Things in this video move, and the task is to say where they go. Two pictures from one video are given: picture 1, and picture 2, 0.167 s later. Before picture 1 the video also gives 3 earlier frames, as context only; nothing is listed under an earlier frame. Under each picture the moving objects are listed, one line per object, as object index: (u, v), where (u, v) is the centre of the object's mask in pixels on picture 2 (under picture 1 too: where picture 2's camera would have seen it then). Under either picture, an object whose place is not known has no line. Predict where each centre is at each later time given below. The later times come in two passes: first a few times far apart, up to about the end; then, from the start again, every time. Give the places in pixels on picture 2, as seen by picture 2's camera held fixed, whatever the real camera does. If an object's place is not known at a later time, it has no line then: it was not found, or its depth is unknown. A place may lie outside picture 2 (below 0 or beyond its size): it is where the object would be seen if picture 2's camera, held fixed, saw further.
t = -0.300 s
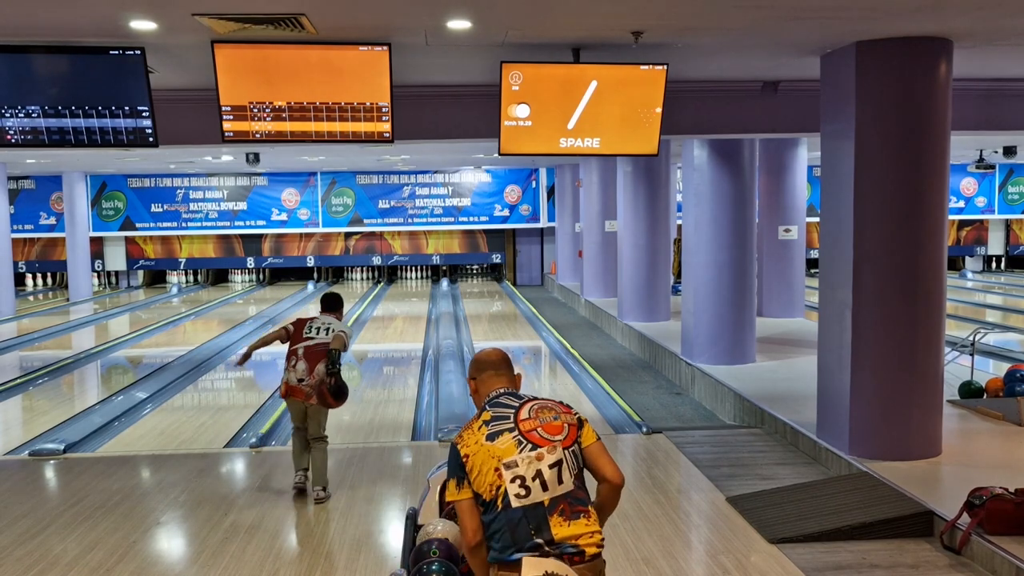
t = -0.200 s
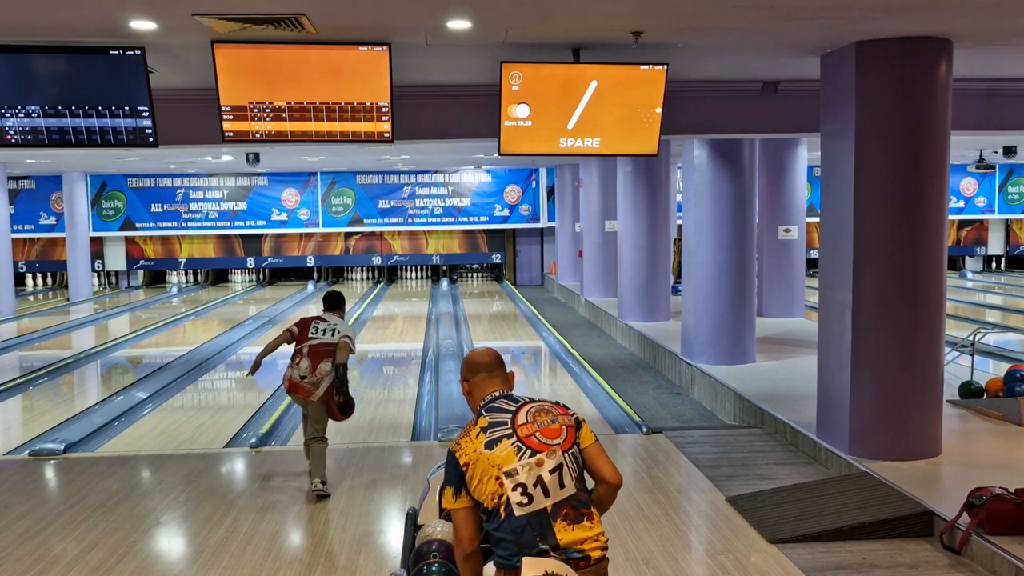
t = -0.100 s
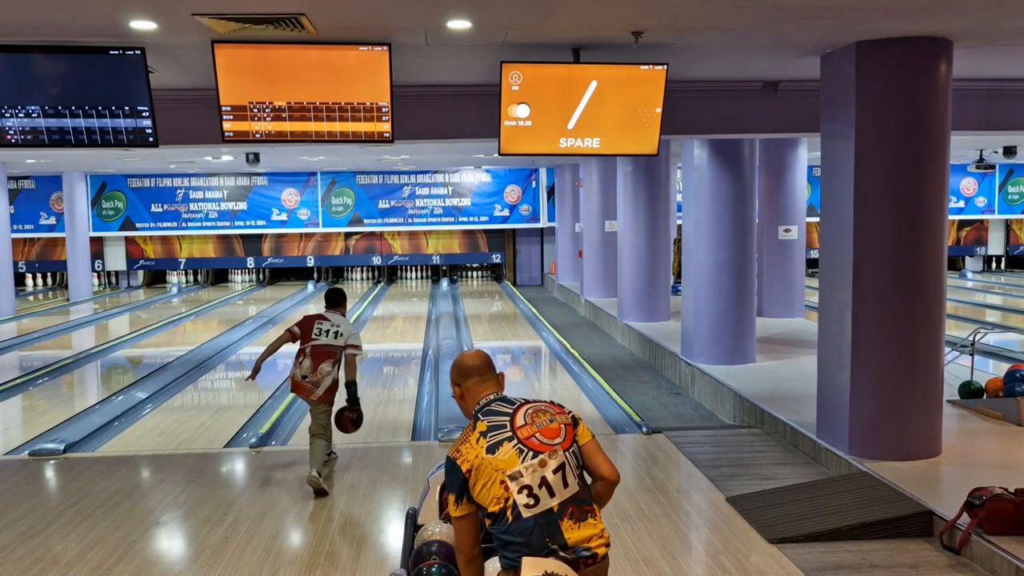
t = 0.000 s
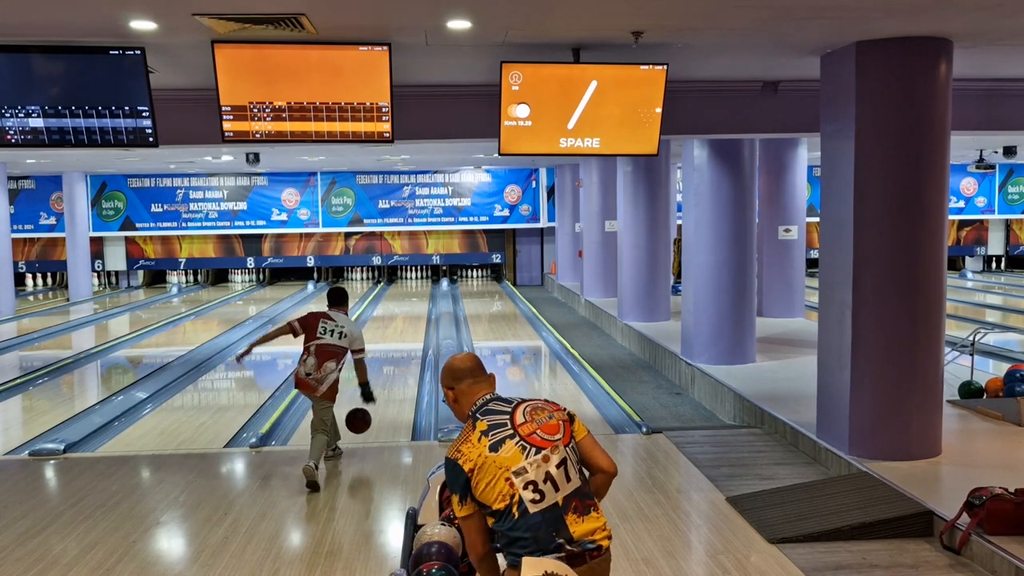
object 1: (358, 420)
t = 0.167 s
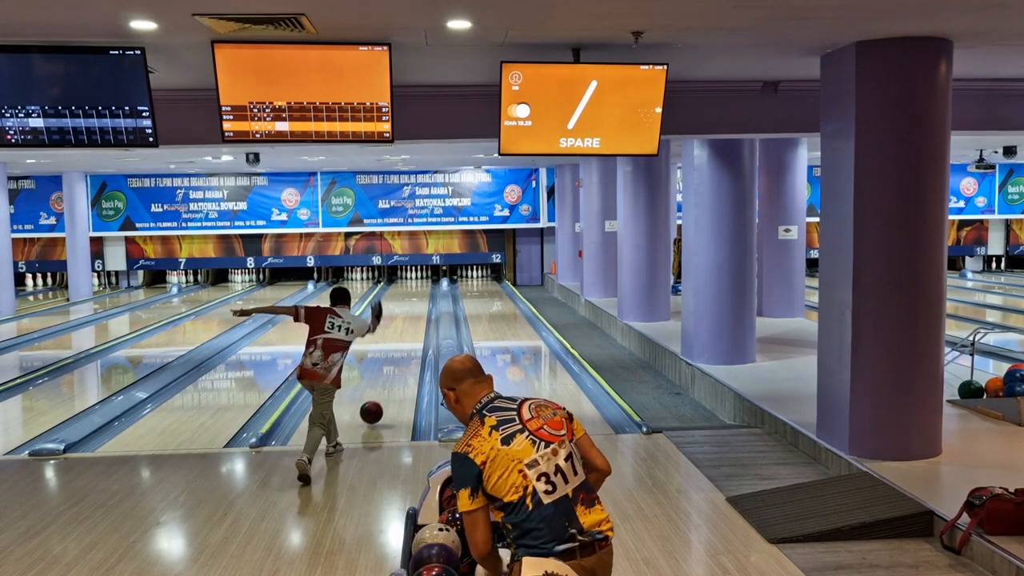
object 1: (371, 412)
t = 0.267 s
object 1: (377, 402)
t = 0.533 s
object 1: (389, 374)
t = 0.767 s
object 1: (398, 356)
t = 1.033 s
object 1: (404, 339)
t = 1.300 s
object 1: (409, 326)
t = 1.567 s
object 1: (413, 316)
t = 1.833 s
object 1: (416, 307)
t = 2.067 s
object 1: (418, 301)
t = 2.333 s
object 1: (419, 295)
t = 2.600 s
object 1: (420, 289)
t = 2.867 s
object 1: (420, 285)
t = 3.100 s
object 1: (419, 281)
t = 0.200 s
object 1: (373, 408)
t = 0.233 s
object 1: (375, 405)
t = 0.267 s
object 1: (377, 402)
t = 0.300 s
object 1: (379, 398)
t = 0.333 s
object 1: (381, 394)
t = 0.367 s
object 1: (382, 390)
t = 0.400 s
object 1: (384, 387)
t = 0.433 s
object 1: (385, 383)
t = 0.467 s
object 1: (387, 380)
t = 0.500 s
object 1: (388, 377)
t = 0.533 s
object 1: (389, 374)
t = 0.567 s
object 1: (391, 371)
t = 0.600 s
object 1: (392, 368)
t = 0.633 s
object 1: (393, 365)
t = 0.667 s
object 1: (394, 363)
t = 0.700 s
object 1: (396, 360)
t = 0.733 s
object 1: (397, 358)
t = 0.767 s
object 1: (398, 356)
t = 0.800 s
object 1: (398, 353)
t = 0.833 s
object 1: (399, 351)
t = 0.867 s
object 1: (400, 349)
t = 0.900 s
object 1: (401, 347)
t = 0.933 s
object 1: (402, 345)
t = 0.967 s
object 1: (403, 343)
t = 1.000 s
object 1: (404, 341)
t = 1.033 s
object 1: (404, 339)
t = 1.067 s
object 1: (405, 338)
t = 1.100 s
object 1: (406, 336)
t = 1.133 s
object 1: (406, 334)
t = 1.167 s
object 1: (407, 332)
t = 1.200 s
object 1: (408, 331)
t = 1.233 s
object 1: (408, 329)
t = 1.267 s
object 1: (409, 328)
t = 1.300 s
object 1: (409, 326)
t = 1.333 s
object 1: (410, 325)
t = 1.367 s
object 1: (410, 323)
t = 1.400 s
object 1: (411, 322)
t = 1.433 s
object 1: (411, 321)
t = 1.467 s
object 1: (412, 319)
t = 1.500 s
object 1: (412, 318)
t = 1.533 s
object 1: (413, 317)
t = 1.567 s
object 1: (413, 316)
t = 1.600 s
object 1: (413, 314)
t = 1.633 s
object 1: (414, 313)
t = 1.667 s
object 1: (414, 312)
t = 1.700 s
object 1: (414, 311)
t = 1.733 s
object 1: (415, 310)
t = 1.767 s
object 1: (415, 309)
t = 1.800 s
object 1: (415, 308)
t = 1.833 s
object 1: (416, 307)
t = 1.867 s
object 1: (416, 306)
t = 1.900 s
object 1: (416, 305)
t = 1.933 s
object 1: (417, 304)
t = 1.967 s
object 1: (417, 303)
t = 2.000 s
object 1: (417, 302)
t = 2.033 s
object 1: (418, 301)
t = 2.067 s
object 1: (418, 301)
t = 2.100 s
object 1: (418, 300)
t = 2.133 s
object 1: (418, 299)
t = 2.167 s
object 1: (418, 299)
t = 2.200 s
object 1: (419, 298)
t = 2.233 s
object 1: (419, 297)
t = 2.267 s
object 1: (419, 296)
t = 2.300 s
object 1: (419, 295)
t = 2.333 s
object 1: (419, 295)
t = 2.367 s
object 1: (420, 294)
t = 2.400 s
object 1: (420, 293)
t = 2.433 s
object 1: (420, 293)
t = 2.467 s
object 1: (420, 292)
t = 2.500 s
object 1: (420, 291)
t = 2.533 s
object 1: (420, 291)
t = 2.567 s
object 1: (420, 290)
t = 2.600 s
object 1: (420, 289)
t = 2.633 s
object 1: (420, 289)
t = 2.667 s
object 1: (420, 289)
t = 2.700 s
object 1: (420, 288)
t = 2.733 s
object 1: (420, 287)
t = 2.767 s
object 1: (420, 286)
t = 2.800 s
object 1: (419, 286)
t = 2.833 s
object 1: (419, 285)
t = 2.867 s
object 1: (420, 285)
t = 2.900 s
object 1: (420, 284)
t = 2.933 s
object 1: (420, 284)
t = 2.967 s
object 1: (419, 283)
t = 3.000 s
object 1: (419, 284)
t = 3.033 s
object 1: (419, 283)
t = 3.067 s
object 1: (419, 282)
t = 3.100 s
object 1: (419, 281)
